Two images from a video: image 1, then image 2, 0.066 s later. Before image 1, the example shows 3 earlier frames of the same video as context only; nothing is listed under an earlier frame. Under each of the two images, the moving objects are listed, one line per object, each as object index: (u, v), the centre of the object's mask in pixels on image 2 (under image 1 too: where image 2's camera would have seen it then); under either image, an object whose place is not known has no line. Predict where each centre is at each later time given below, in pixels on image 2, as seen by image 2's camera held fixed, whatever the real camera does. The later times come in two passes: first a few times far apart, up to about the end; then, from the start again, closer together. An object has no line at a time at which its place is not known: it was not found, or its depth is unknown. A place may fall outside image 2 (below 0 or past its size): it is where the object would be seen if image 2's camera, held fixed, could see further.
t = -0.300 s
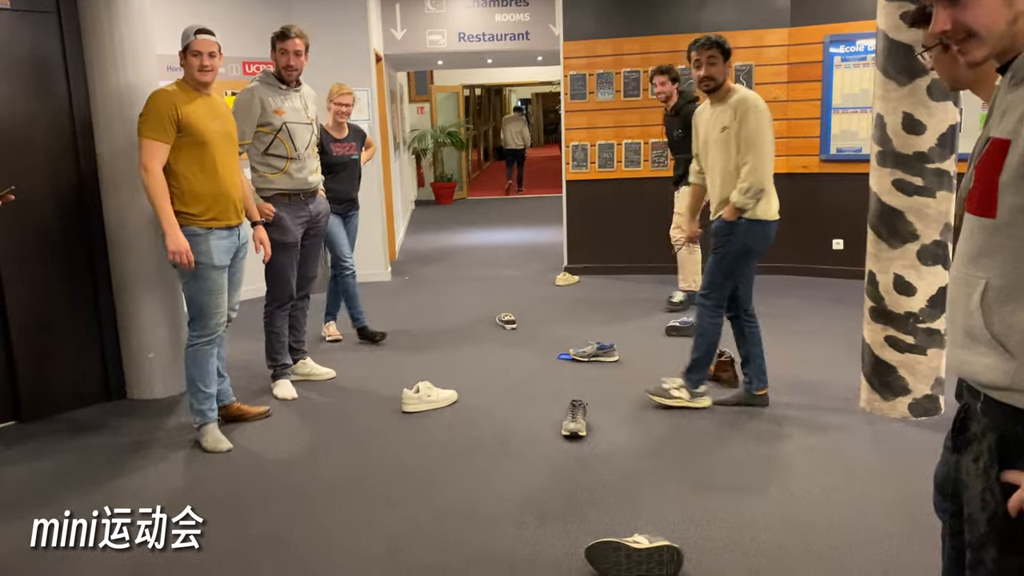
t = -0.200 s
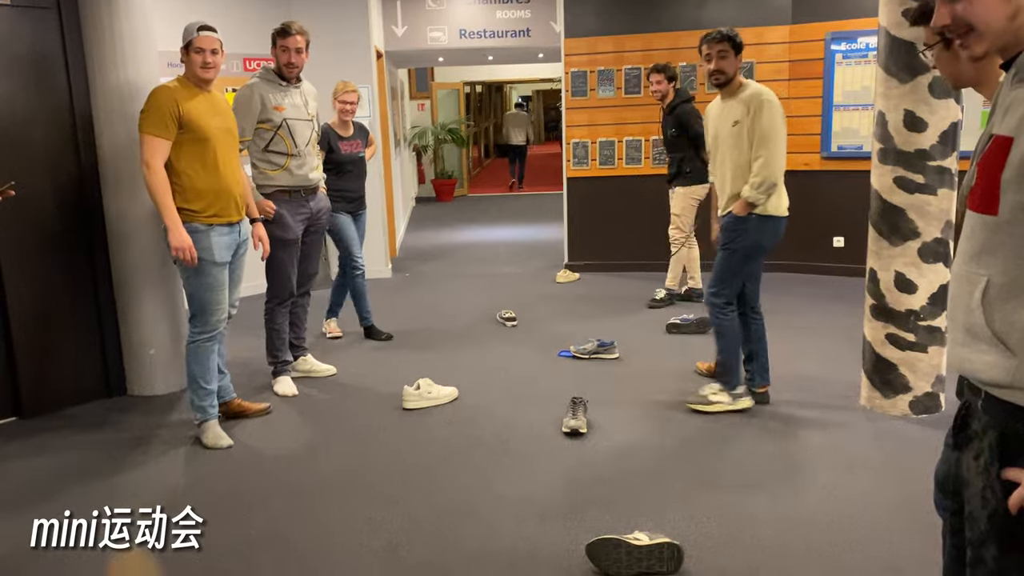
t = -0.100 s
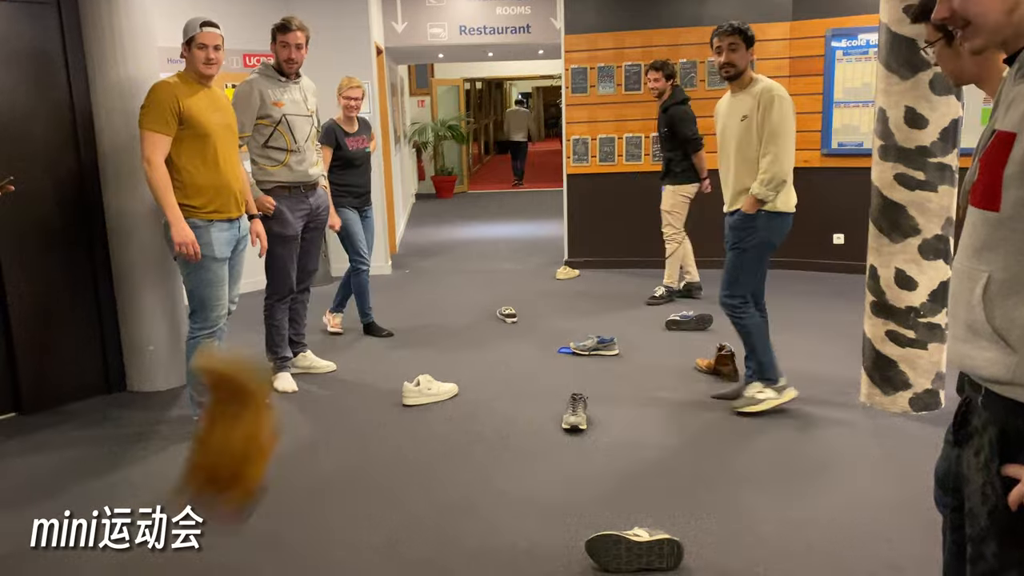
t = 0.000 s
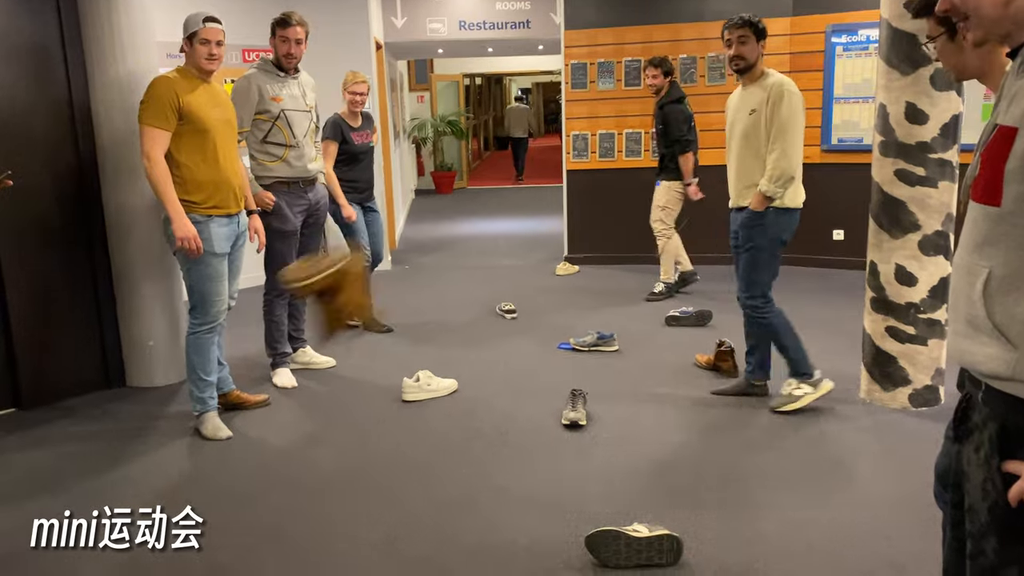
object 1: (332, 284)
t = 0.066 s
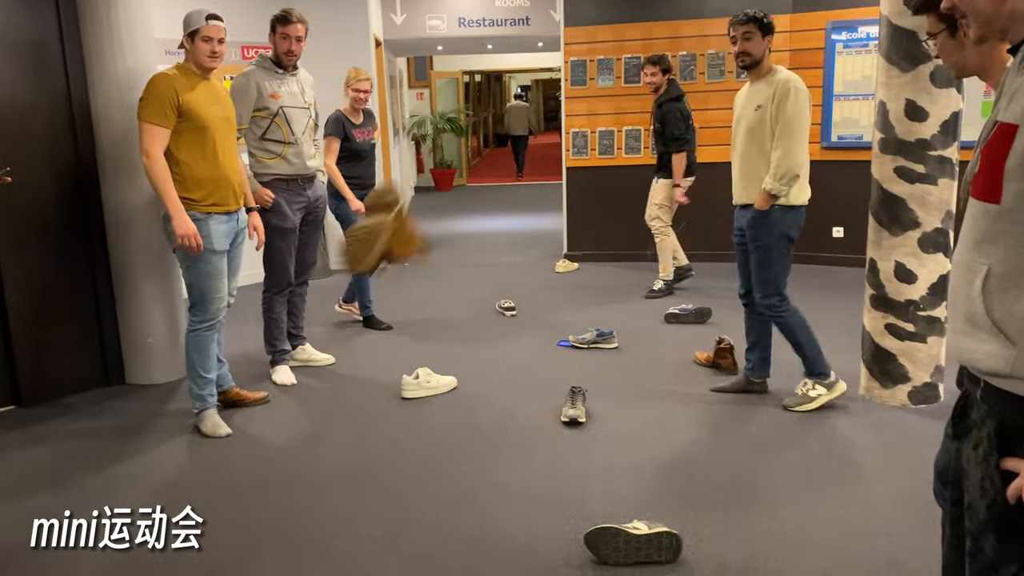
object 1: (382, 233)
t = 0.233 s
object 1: (466, 200)
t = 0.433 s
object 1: (519, 276)
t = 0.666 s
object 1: (552, 339)
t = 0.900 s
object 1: (568, 311)
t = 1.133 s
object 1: (579, 345)
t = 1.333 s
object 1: (580, 347)
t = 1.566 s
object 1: (581, 349)
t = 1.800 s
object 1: (580, 348)
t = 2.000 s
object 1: (580, 348)
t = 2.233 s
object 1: (580, 347)
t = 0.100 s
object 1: (402, 219)
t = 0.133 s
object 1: (421, 210)
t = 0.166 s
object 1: (437, 204)
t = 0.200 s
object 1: (453, 201)
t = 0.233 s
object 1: (466, 200)
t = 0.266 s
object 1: (478, 203)
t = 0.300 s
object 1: (487, 211)
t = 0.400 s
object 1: (511, 262)
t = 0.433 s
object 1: (519, 276)
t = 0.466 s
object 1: (527, 292)
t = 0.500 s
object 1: (532, 310)
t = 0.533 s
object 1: (538, 332)
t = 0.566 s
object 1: (544, 355)
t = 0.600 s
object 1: (549, 369)
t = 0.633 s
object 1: (550, 352)
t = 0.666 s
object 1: (552, 339)
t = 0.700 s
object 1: (554, 328)
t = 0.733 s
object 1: (556, 320)
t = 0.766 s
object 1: (559, 315)
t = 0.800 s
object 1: (561, 312)
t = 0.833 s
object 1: (564, 311)
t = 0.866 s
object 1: (567, 311)
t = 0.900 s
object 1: (568, 311)
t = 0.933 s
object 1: (570, 315)
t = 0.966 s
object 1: (572, 321)
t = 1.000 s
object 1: (576, 330)
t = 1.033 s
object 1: (578, 337)
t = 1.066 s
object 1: (577, 338)
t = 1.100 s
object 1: (578, 342)
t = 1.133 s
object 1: (579, 345)
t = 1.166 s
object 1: (578, 347)
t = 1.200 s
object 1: (578, 346)
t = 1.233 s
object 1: (578, 347)
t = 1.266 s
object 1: (579, 348)
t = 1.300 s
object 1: (580, 347)
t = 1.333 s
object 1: (580, 347)
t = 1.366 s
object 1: (580, 348)
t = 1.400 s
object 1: (581, 347)
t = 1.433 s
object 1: (581, 347)
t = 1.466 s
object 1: (581, 348)
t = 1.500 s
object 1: (581, 349)
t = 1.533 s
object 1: (581, 349)
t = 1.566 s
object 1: (581, 349)
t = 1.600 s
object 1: (580, 349)
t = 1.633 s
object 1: (580, 349)
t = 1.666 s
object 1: (580, 348)
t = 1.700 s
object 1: (580, 348)
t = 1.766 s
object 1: (581, 348)
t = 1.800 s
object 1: (580, 348)
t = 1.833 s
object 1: (581, 348)
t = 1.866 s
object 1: (581, 347)
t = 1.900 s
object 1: (581, 347)
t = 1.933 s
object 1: (581, 348)
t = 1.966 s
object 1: (580, 348)
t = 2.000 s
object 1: (580, 348)
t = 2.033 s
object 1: (580, 347)
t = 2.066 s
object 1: (580, 347)
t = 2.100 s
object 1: (580, 348)
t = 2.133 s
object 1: (580, 347)
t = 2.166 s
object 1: (580, 348)
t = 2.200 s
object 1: (580, 347)
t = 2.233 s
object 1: (580, 347)
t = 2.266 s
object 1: (580, 347)
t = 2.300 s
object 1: (580, 348)
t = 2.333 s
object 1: (580, 348)
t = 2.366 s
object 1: (580, 348)
